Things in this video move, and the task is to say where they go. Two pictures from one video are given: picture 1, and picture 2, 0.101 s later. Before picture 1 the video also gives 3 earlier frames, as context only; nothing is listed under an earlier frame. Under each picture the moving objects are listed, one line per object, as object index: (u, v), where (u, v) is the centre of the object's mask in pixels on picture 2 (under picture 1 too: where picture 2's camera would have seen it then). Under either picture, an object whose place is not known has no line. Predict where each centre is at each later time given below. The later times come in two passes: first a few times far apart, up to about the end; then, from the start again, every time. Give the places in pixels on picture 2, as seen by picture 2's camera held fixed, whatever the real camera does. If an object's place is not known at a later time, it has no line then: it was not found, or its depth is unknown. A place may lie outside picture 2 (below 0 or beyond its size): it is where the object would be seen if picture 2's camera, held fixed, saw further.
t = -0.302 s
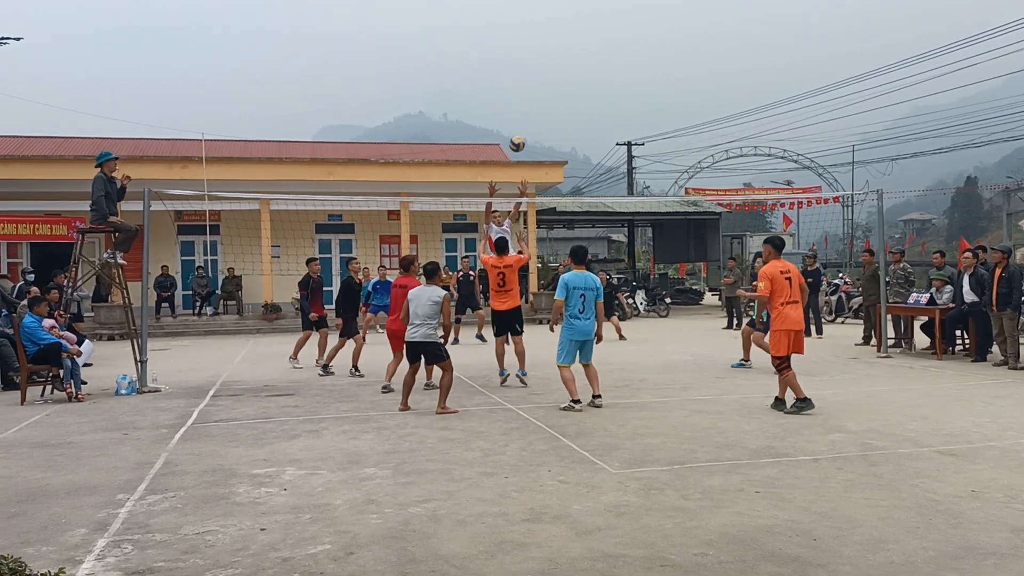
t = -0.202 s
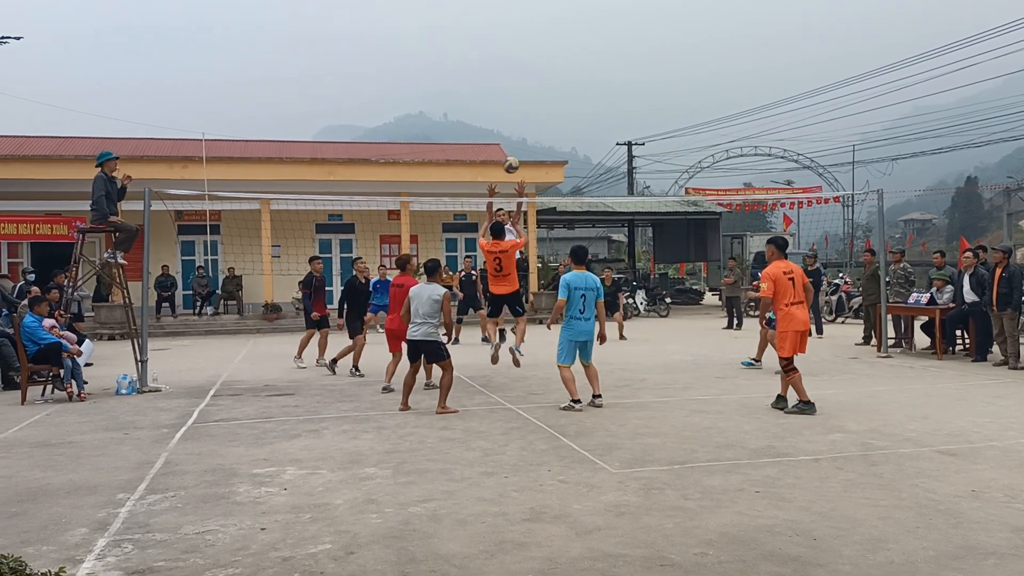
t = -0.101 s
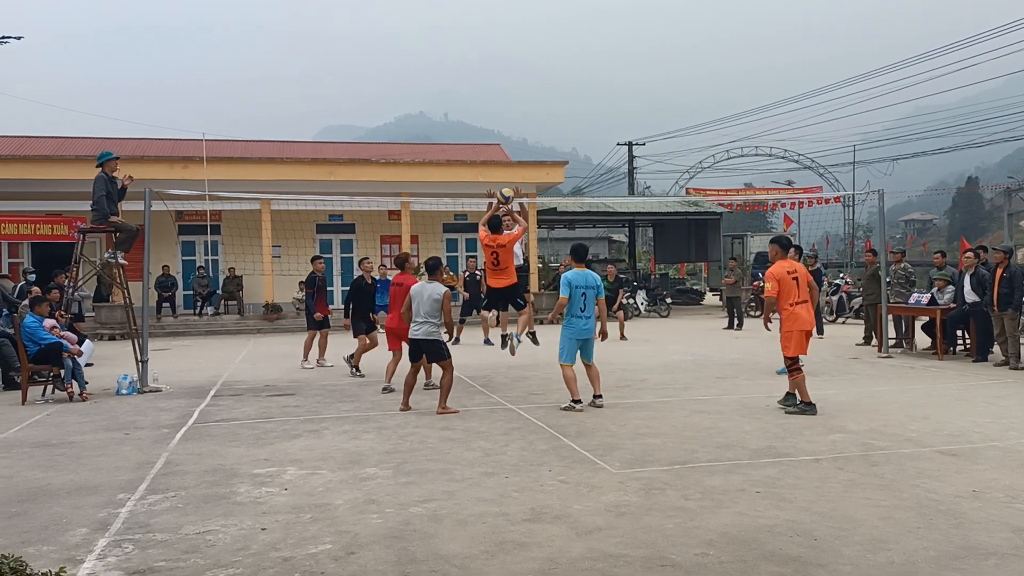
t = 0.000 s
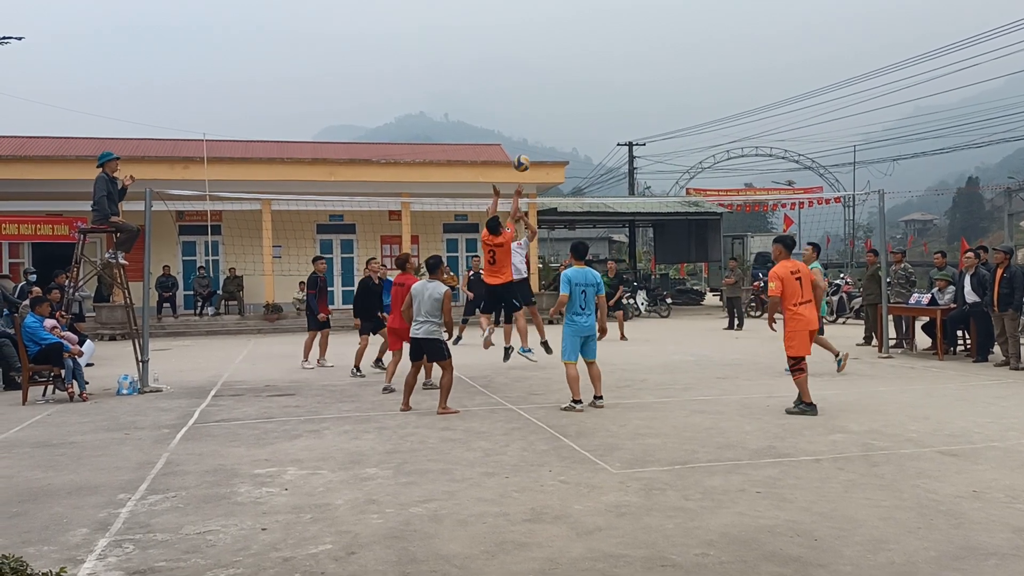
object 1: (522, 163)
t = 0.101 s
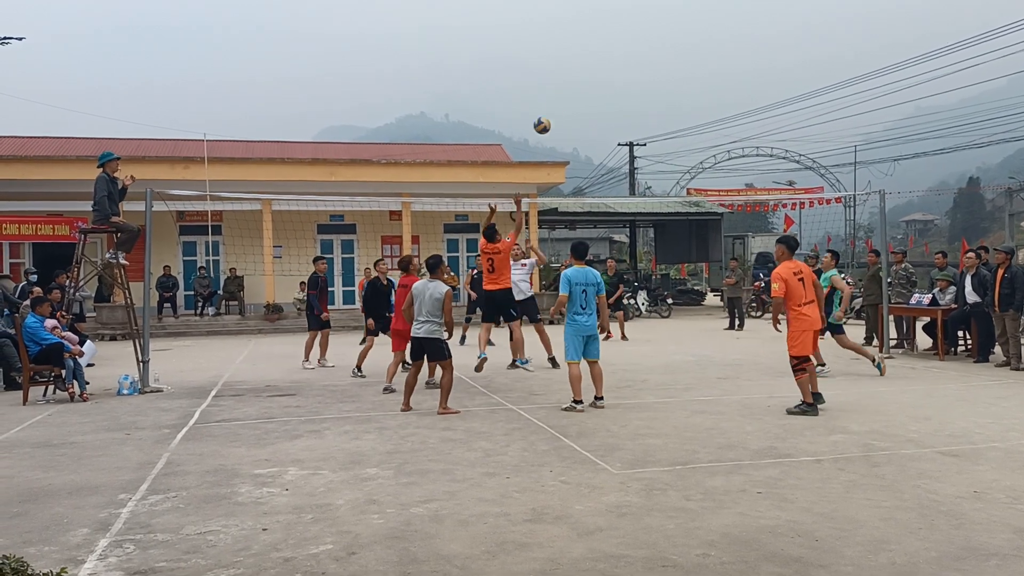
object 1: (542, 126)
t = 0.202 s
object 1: (562, 96)
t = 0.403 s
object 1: (603, 63)
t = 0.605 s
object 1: (644, 62)
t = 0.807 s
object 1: (683, 96)
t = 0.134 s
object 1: (549, 115)
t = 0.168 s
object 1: (555, 105)
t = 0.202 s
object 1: (562, 96)
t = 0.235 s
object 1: (569, 88)
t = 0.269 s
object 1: (576, 81)
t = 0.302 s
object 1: (582, 75)
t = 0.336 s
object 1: (589, 70)
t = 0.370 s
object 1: (596, 66)
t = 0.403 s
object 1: (603, 63)
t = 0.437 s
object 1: (610, 60)
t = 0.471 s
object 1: (616, 58)
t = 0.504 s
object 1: (623, 58)
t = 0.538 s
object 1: (630, 59)
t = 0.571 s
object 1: (637, 60)
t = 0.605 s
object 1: (644, 62)
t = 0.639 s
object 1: (650, 66)
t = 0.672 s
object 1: (657, 70)
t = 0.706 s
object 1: (664, 75)
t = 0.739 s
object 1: (670, 81)
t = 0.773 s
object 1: (677, 88)
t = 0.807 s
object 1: (683, 96)
